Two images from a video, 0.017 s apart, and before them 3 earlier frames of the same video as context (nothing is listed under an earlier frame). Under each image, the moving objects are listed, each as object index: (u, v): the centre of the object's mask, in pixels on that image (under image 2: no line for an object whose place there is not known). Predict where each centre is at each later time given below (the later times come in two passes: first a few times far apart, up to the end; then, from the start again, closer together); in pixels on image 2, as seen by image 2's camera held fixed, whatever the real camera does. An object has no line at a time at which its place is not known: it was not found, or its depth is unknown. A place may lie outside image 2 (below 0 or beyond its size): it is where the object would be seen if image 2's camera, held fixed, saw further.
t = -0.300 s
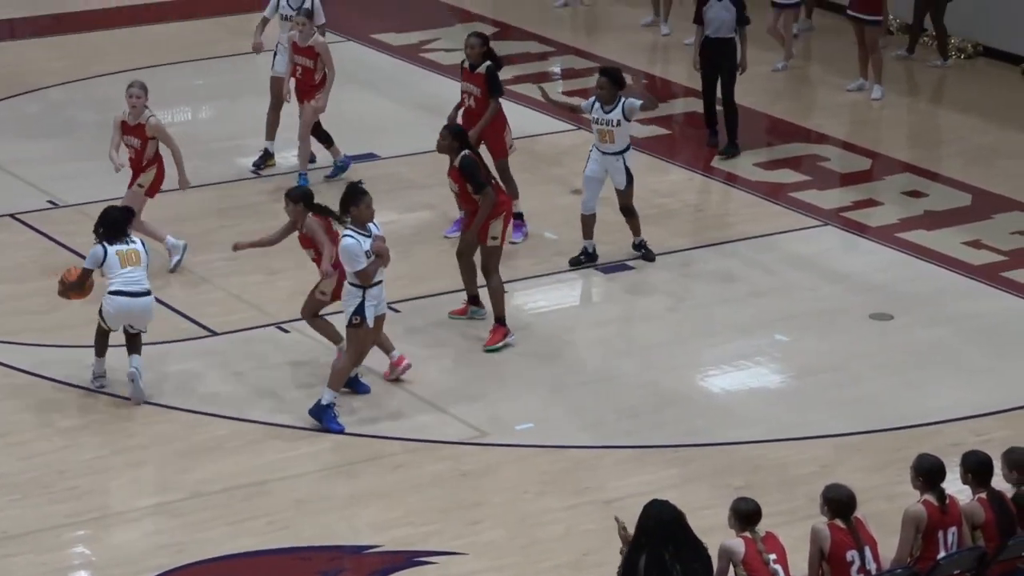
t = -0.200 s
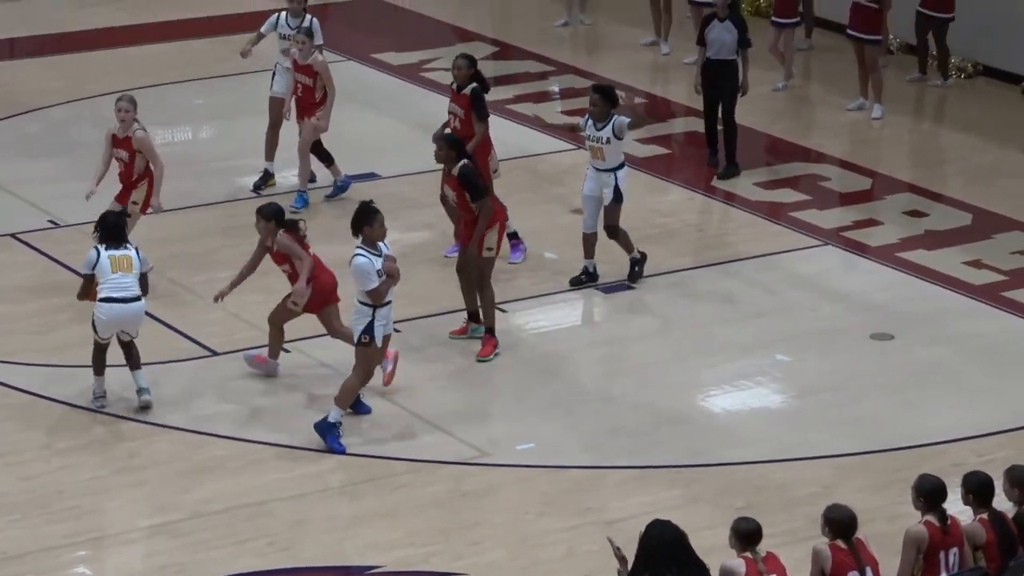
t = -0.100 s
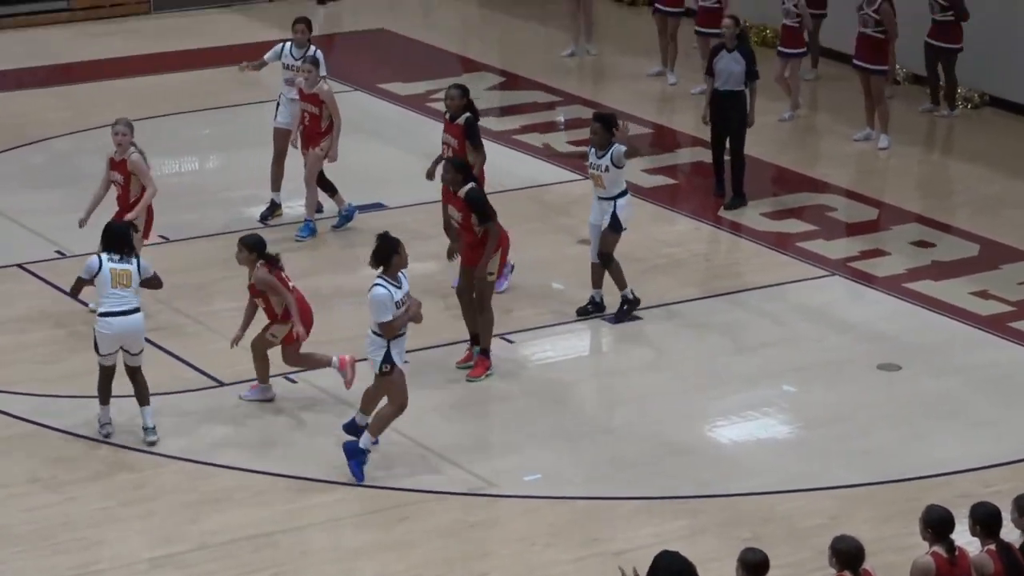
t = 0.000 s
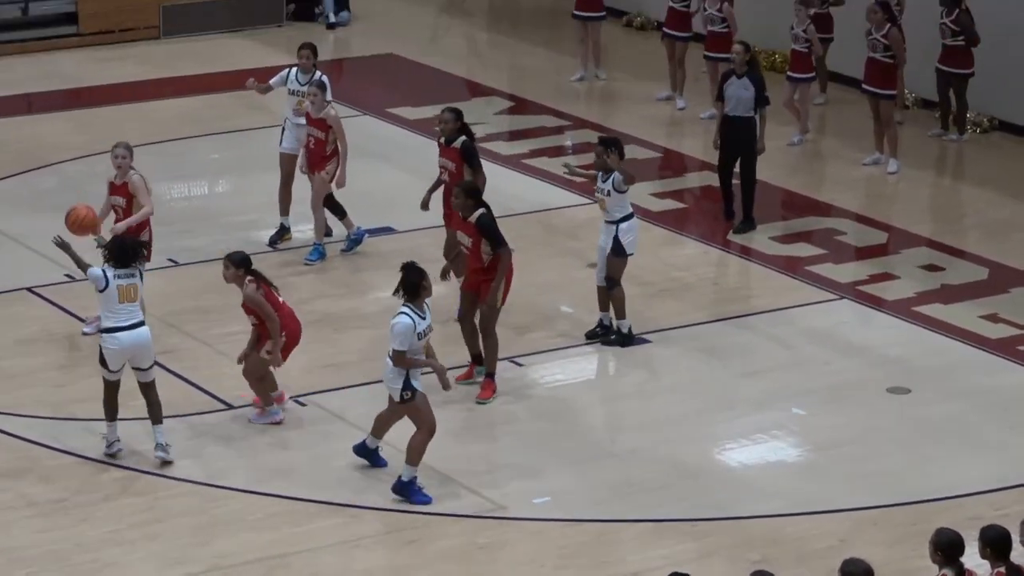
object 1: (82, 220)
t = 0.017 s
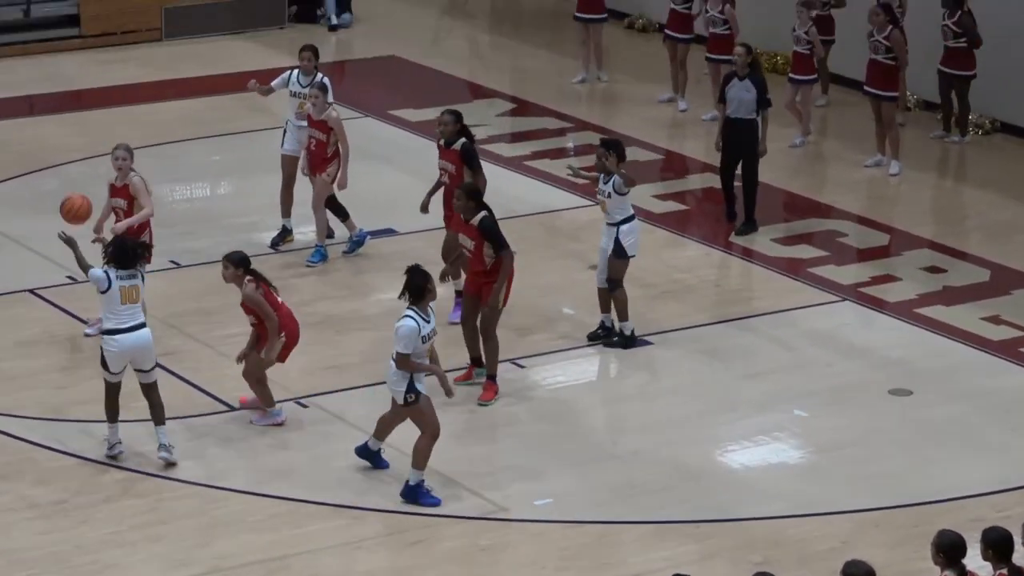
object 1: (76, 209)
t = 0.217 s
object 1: (-10, 89)
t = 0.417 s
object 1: (-83, 31)
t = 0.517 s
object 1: (-118, 21)
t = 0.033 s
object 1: (68, 196)
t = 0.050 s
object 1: (61, 184)
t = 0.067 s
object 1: (53, 173)
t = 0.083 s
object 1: (46, 162)
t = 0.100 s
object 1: (39, 151)
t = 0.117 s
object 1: (32, 140)
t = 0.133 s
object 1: (24, 130)
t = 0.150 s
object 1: (17, 121)
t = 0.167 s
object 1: (11, 112)
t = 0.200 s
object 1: (-3, 96)
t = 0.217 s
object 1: (-10, 89)
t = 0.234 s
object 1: (-16, 81)
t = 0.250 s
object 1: (-23, 75)
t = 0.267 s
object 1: (-29, 69)
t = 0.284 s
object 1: (-35, 63)
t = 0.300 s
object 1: (-41, 58)
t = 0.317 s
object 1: (-47, 52)
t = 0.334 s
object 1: (-54, 47)
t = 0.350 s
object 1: (-60, 45)
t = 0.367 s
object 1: (-66, 41)
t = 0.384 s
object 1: (-72, 37)
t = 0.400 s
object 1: (-78, 34)
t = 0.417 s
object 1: (-83, 31)
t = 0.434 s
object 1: (-89, 28)
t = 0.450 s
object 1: (-96, 27)
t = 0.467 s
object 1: (-102, 25)
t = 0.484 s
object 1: (-107, 24)
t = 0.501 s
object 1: (-113, 22)
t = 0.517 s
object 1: (-118, 21)
